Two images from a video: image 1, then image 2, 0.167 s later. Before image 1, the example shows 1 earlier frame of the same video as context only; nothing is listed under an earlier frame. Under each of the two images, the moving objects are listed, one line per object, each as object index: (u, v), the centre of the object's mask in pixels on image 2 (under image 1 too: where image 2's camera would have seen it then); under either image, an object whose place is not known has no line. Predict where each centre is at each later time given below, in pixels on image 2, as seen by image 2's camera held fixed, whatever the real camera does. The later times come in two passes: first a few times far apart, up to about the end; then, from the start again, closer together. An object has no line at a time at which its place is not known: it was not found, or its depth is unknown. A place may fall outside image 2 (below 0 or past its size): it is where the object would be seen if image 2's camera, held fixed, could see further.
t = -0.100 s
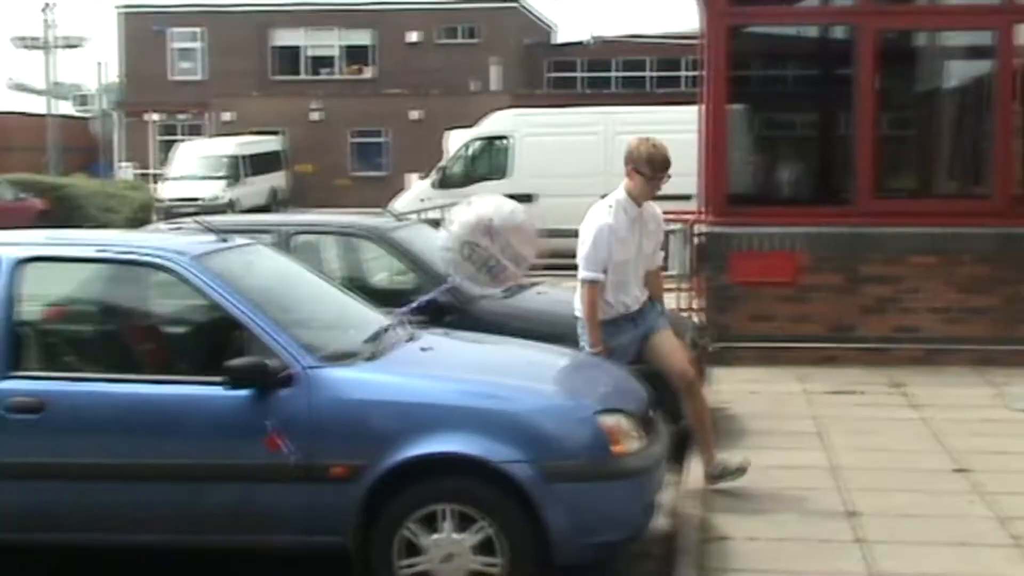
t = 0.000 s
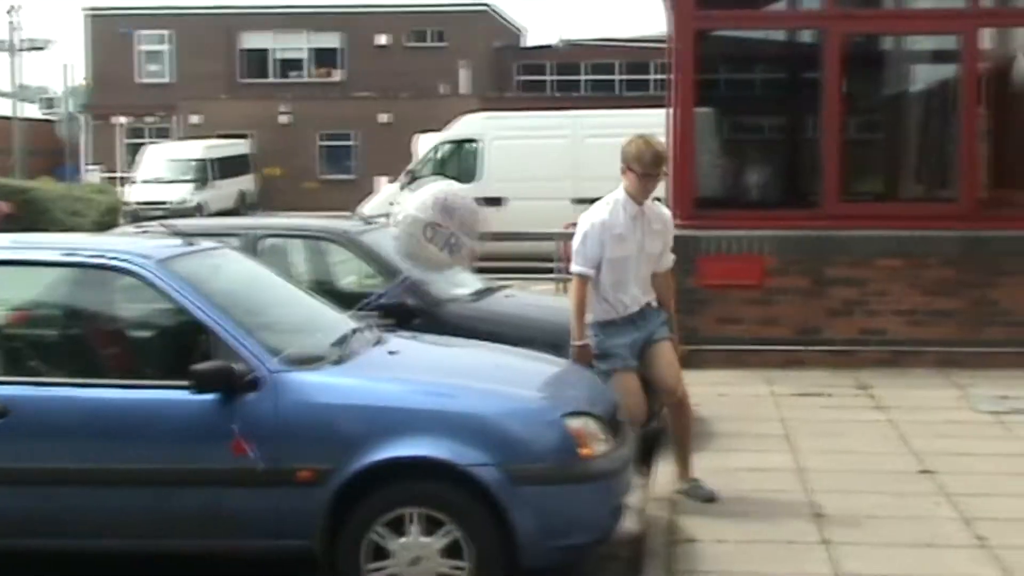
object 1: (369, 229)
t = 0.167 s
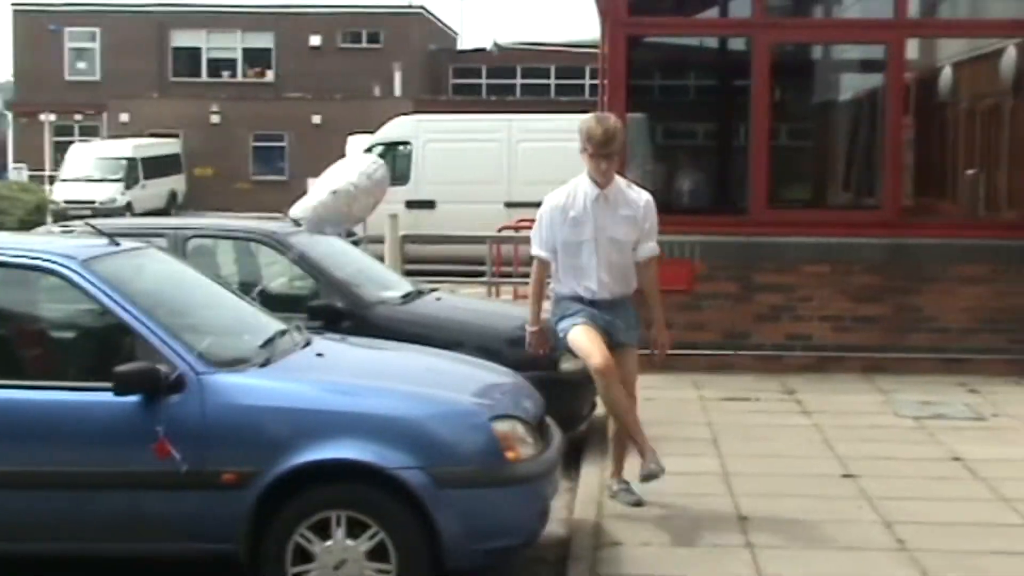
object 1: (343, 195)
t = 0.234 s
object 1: (331, 186)
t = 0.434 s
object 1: (288, 163)
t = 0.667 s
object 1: (218, 146)
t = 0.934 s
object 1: (209, 159)
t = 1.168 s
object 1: (281, 178)
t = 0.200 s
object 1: (337, 190)
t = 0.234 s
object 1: (331, 186)
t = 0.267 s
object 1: (326, 183)
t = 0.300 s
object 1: (319, 179)
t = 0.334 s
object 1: (313, 176)
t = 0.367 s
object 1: (305, 172)
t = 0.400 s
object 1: (296, 168)
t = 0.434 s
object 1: (288, 163)
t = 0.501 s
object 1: (268, 157)
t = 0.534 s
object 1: (259, 153)
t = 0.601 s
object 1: (237, 148)
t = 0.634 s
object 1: (224, 146)
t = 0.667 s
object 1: (218, 146)
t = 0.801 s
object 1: (200, 148)
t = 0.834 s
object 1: (202, 150)
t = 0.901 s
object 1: (206, 155)
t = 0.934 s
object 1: (209, 159)
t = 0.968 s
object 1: (216, 163)
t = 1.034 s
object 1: (234, 169)
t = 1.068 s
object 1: (246, 172)
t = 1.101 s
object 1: (256, 173)
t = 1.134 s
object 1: (266, 176)
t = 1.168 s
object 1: (281, 178)
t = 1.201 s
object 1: (292, 178)
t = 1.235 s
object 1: (303, 179)
